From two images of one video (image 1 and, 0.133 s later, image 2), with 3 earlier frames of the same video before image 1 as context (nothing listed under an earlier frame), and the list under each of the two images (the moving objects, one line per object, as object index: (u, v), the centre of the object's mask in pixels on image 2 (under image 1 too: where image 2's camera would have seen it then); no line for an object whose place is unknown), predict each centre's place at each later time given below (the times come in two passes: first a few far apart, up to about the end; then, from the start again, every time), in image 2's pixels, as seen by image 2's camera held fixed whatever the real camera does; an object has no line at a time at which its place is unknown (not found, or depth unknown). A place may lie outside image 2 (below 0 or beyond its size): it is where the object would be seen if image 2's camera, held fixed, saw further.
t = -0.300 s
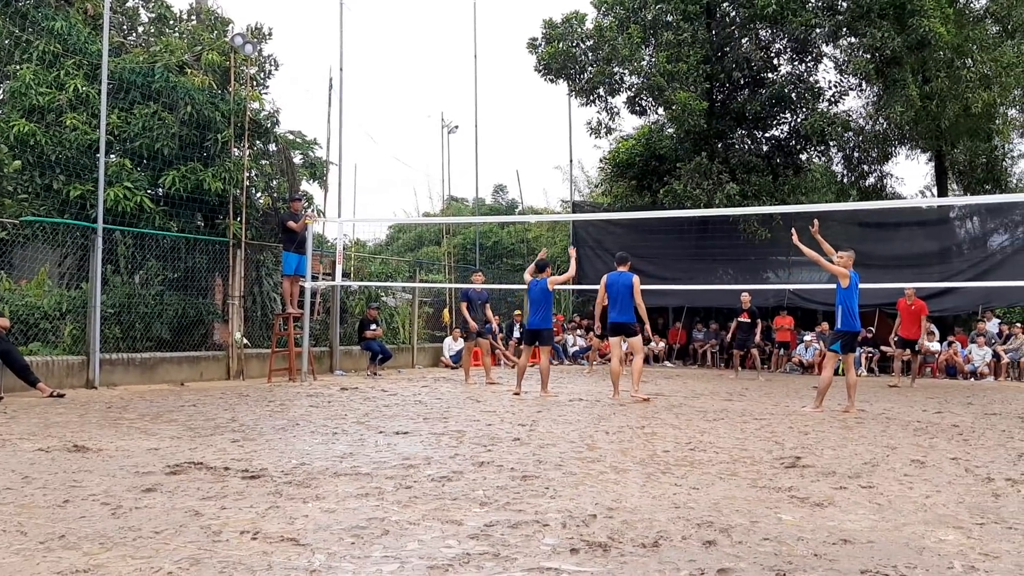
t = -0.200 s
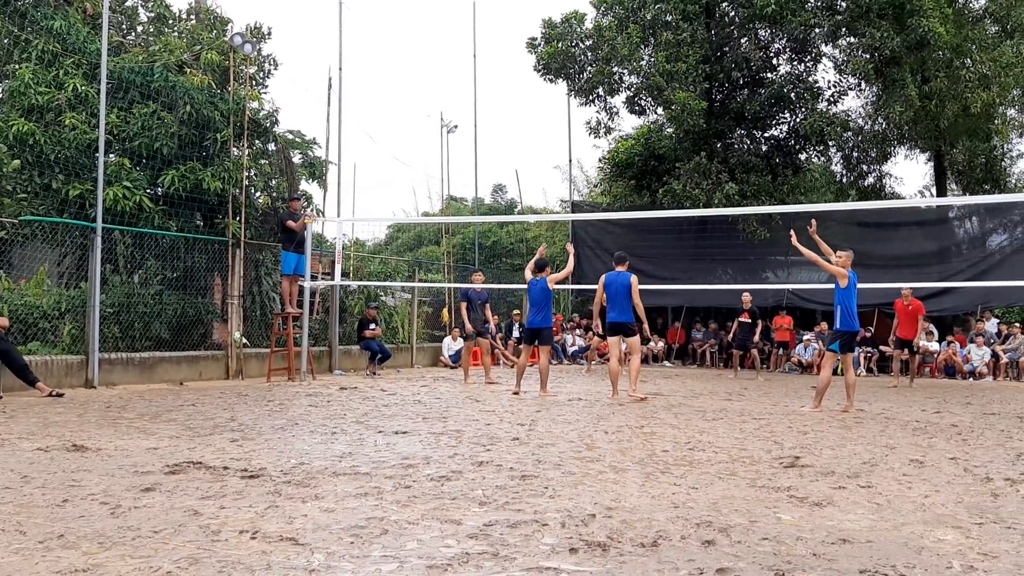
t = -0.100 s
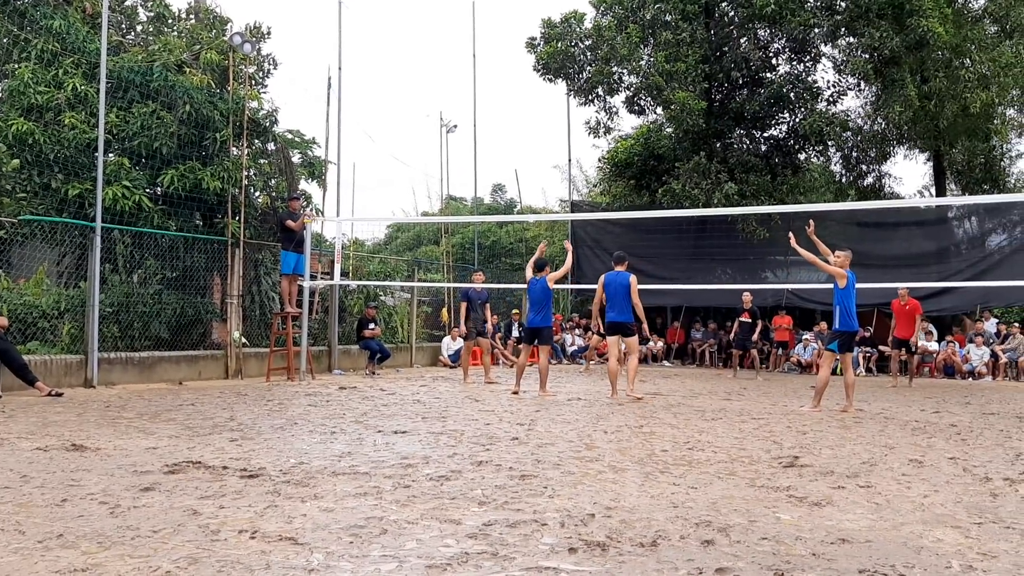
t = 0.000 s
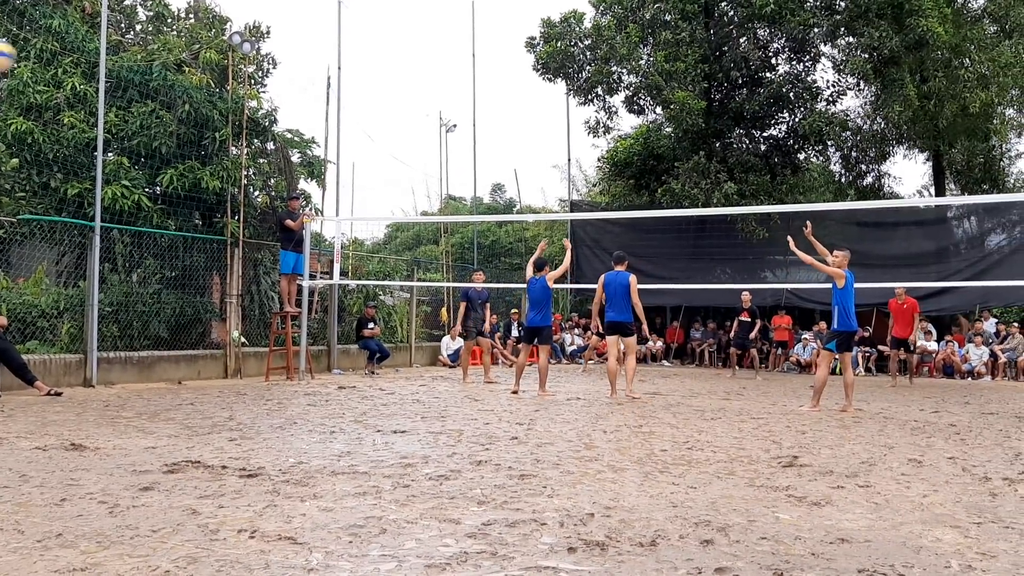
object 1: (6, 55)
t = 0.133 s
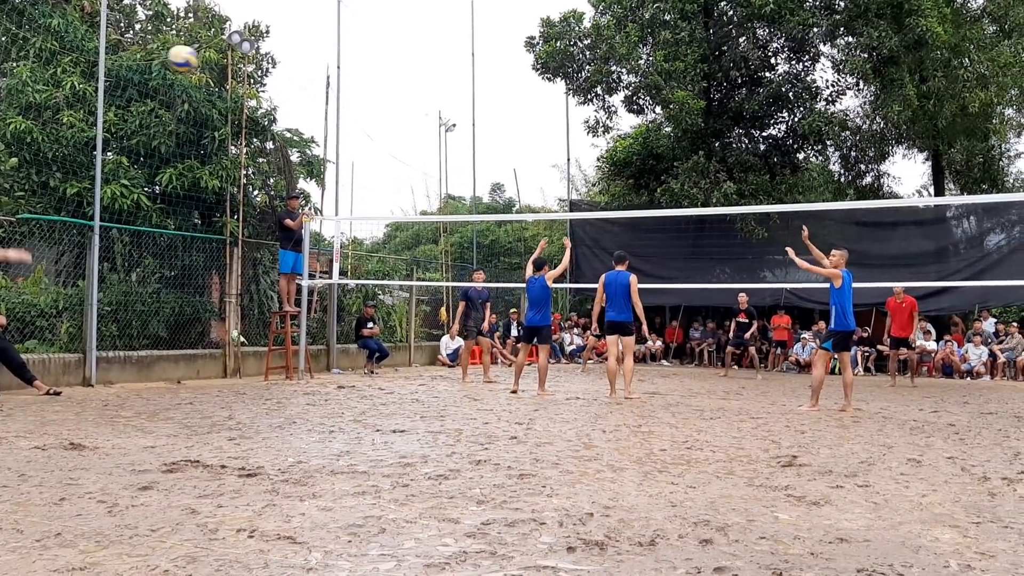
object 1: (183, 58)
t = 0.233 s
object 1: (277, 74)
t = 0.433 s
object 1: (404, 125)
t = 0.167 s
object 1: (218, 63)
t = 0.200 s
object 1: (250, 67)
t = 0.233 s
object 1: (277, 74)
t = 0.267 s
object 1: (304, 83)
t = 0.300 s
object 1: (328, 90)
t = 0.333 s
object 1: (350, 98)
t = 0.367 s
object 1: (369, 106)
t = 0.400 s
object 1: (387, 116)
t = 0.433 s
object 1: (404, 125)
